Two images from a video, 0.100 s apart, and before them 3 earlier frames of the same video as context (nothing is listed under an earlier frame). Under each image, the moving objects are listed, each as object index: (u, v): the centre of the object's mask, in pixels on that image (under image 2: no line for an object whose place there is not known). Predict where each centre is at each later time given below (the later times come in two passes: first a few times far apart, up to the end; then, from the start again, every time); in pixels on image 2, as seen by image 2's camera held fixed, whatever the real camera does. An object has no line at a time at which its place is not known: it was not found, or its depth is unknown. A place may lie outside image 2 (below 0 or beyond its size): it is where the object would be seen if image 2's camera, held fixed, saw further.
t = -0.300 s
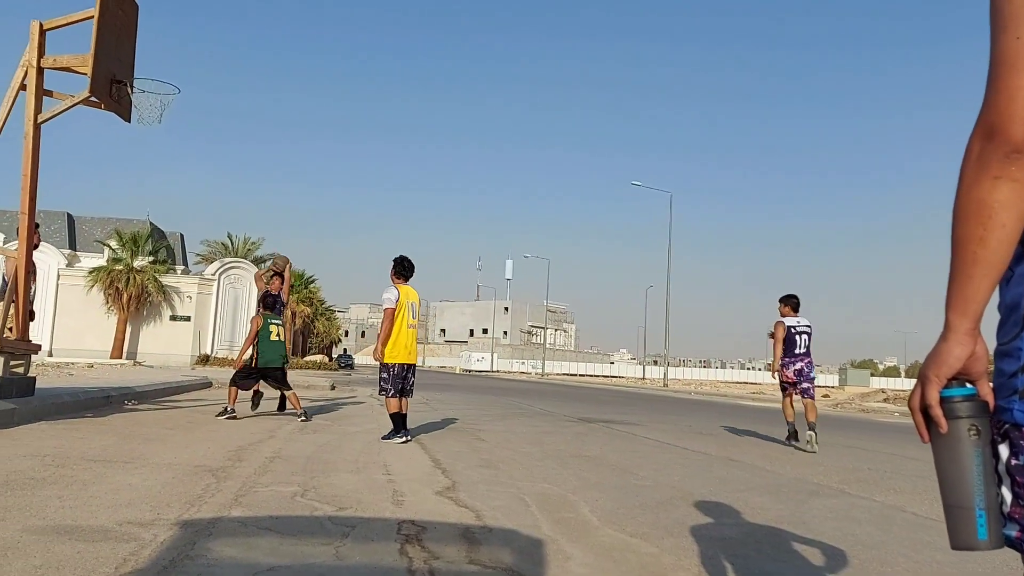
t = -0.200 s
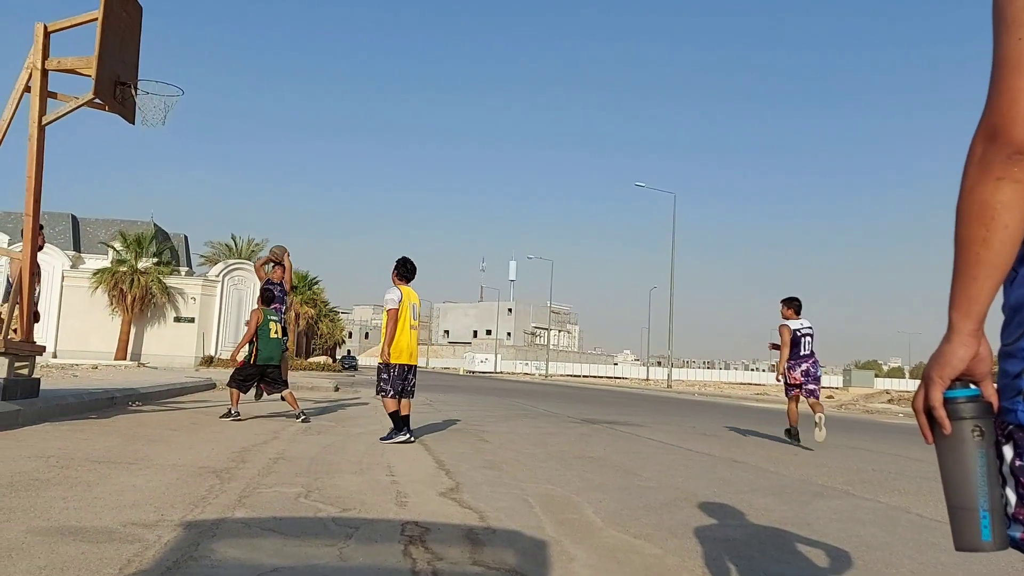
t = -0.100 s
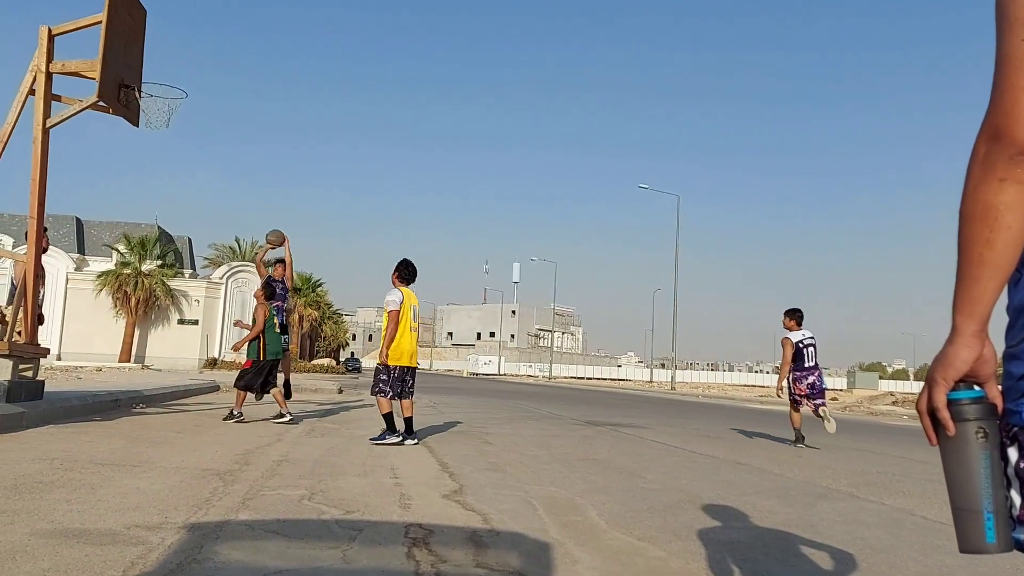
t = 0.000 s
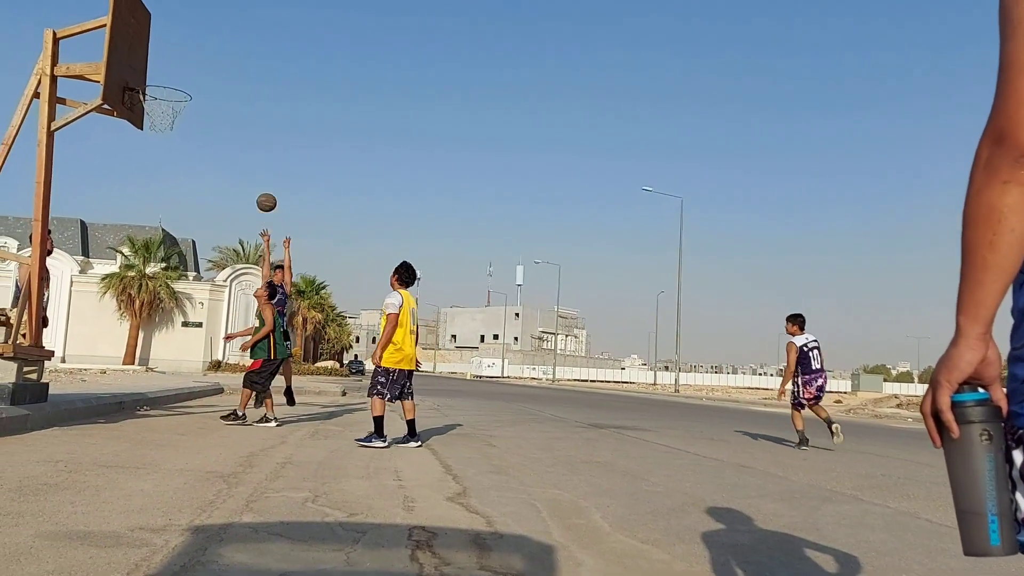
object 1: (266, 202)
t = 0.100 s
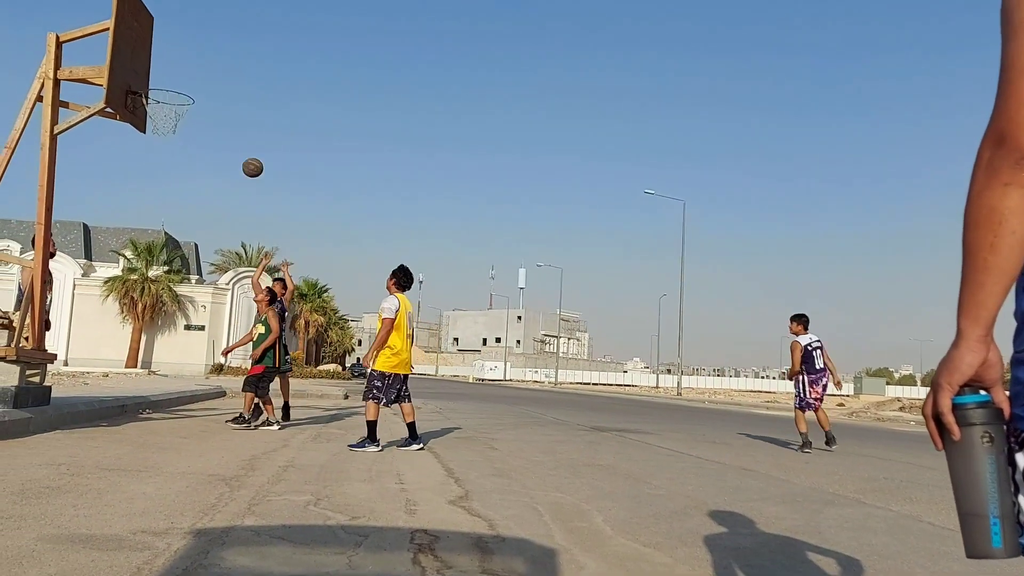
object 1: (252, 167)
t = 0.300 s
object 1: (214, 108)
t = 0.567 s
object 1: (158, 73)
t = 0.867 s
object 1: (175, 117)
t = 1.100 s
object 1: (193, 175)
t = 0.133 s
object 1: (247, 156)
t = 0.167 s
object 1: (241, 145)
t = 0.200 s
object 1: (234, 135)
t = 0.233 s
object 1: (228, 125)
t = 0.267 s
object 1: (221, 116)
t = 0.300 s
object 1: (214, 108)
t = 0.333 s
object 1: (207, 101)
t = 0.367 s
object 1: (199, 94)
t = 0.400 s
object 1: (192, 88)
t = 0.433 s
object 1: (183, 83)
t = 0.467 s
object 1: (175, 79)
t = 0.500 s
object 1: (166, 76)
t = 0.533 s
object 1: (157, 73)
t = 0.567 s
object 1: (158, 73)
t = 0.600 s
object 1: (160, 74)
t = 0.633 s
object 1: (161, 77)
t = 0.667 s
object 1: (162, 80)
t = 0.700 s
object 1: (163, 84)
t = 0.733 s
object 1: (164, 90)
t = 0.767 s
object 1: (165, 97)
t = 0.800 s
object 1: (169, 105)
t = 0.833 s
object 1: (172, 112)
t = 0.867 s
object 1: (175, 117)
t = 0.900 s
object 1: (179, 122)
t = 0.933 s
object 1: (182, 129)
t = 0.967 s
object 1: (184, 136)
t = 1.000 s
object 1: (186, 144)
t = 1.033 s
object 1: (189, 153)
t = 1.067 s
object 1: (191, 164)
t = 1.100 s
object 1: (193, 175)
